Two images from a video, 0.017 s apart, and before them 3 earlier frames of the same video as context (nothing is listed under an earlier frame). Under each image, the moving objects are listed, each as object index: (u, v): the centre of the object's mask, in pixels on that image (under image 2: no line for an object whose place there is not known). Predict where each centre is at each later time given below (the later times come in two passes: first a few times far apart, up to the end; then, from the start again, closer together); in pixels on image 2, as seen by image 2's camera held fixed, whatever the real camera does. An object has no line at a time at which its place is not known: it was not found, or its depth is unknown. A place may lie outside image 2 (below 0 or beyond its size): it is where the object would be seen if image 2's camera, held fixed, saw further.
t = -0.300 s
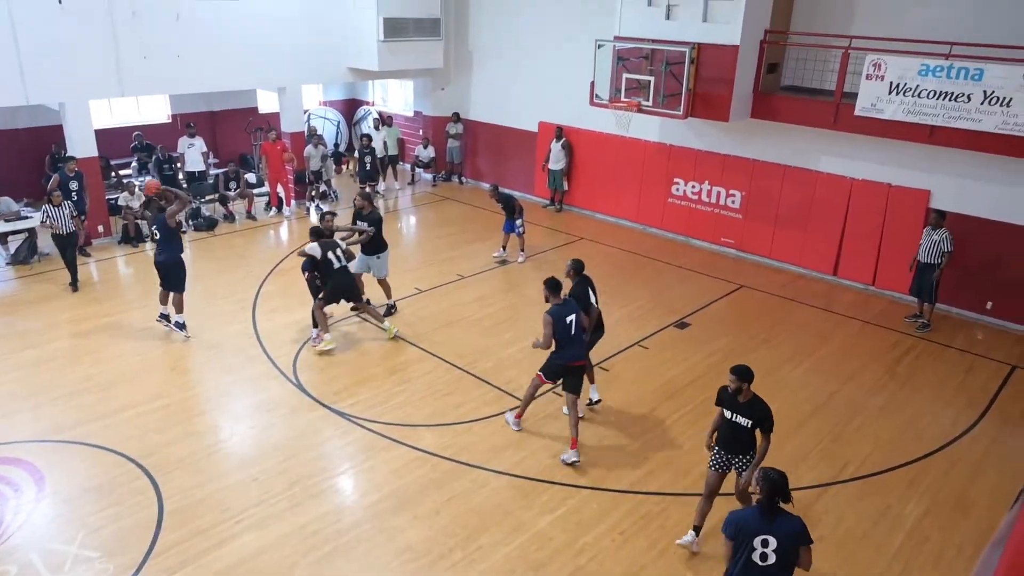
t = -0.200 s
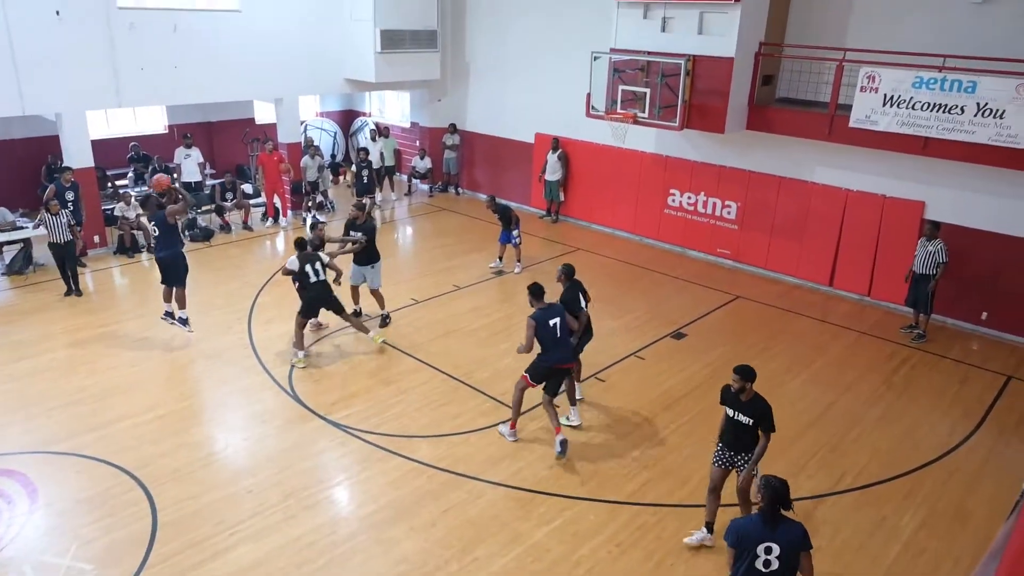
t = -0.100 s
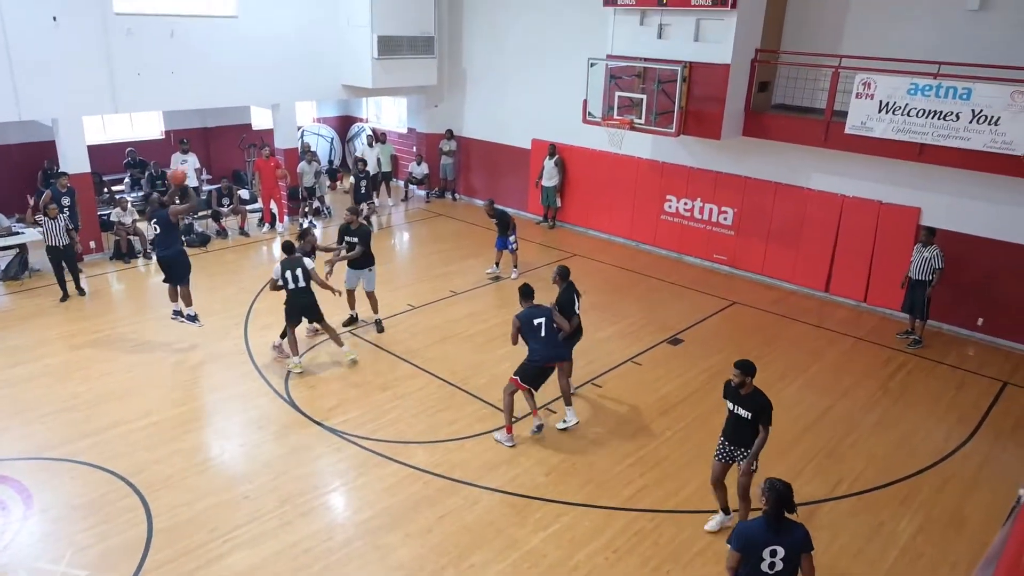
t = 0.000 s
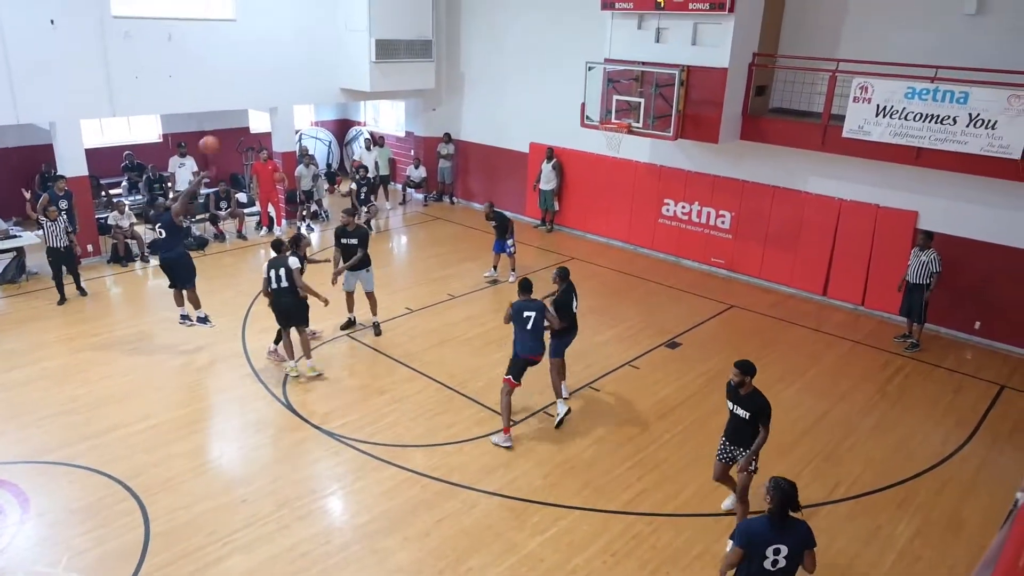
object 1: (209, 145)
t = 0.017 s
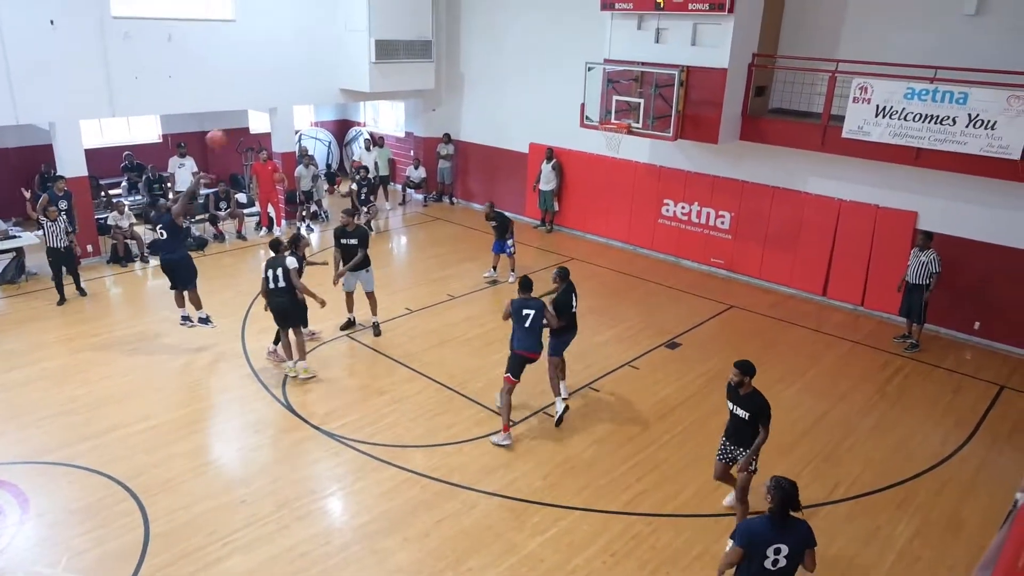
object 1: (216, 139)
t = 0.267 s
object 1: (328, 64)
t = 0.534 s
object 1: (438, 39)
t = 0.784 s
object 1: (530, 59)
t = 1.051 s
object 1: (611, 121)
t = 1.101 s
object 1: (615, 136)
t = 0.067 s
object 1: (239, 120)
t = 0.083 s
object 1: (246, 114)
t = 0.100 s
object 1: (253, 108)
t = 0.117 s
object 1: (261, 103)
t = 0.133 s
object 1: (268, 98)
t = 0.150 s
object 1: (276, 93)
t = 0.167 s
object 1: (283, 88)
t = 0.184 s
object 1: (291, 84)
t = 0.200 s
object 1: (298, 79)
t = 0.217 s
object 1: (306, 75)
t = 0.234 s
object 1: (313, 71)
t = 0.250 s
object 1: (321, 67)
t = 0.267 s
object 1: (328, 64)
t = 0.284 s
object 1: (335, 61)
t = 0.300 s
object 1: (343, 58)
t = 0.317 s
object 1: (350, 55)
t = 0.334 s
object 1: (357, 53)
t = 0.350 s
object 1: (364, 51)
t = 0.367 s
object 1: (371, 49)
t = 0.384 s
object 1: (378, 47)
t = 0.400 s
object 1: (385, 45)
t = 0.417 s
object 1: (392, 44)
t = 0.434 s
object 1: (398, 43)
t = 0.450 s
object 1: (405, 41)
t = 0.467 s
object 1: (412, 41)
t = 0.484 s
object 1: (418, 40)
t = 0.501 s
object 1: (425, 39)
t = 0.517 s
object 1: (432, 39)
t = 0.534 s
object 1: (438, 39)
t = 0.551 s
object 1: (444, 40)
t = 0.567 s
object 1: (450, 40)
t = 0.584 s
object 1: (457, 40)
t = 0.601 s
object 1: (463, 41)
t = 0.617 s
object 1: (470, 41)
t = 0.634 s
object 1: (476, 42)
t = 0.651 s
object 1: (482, 44)
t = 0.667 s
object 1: (489, 45)
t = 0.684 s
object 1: (494, 47)
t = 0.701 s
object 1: (501, 49)
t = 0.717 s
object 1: (507, 50)
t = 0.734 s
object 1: (512, 52)
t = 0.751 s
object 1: (518, 55)
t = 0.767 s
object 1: (524, 57)
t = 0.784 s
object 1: (530, 59)
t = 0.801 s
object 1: (535, 62)
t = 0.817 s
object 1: (541, 65)
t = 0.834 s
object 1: (546, 68)
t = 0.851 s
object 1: (552, 71)
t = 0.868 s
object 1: (557, 75)
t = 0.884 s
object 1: (563, 78)
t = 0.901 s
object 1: (568, 81)
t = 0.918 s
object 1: (573, 85)
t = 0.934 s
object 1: (578, 89)
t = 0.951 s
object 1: (583, 93)
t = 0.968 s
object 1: (588, 98)
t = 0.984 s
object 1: (593, 102)
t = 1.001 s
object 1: (597, 106)
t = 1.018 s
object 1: (601, 111)
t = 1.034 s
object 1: (606, 118)
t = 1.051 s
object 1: (611, 121)
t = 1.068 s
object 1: (615, 123)
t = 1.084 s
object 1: (624, 127)
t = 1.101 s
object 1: (615, 136)
